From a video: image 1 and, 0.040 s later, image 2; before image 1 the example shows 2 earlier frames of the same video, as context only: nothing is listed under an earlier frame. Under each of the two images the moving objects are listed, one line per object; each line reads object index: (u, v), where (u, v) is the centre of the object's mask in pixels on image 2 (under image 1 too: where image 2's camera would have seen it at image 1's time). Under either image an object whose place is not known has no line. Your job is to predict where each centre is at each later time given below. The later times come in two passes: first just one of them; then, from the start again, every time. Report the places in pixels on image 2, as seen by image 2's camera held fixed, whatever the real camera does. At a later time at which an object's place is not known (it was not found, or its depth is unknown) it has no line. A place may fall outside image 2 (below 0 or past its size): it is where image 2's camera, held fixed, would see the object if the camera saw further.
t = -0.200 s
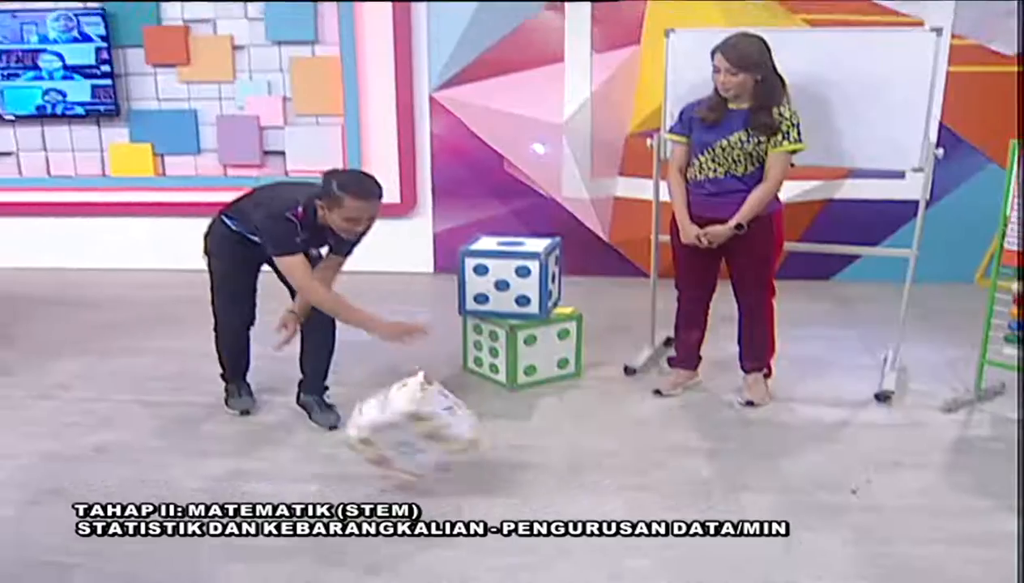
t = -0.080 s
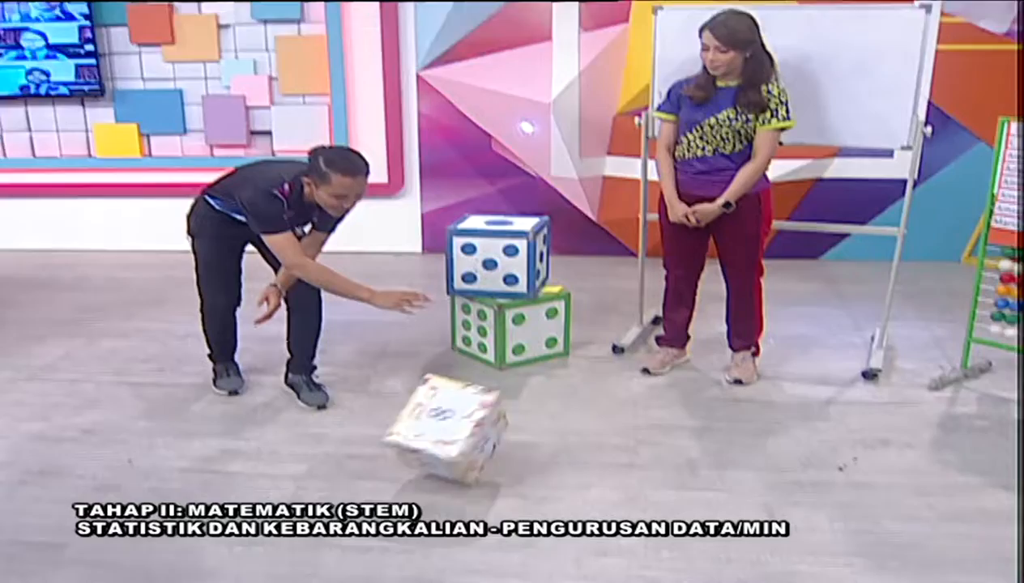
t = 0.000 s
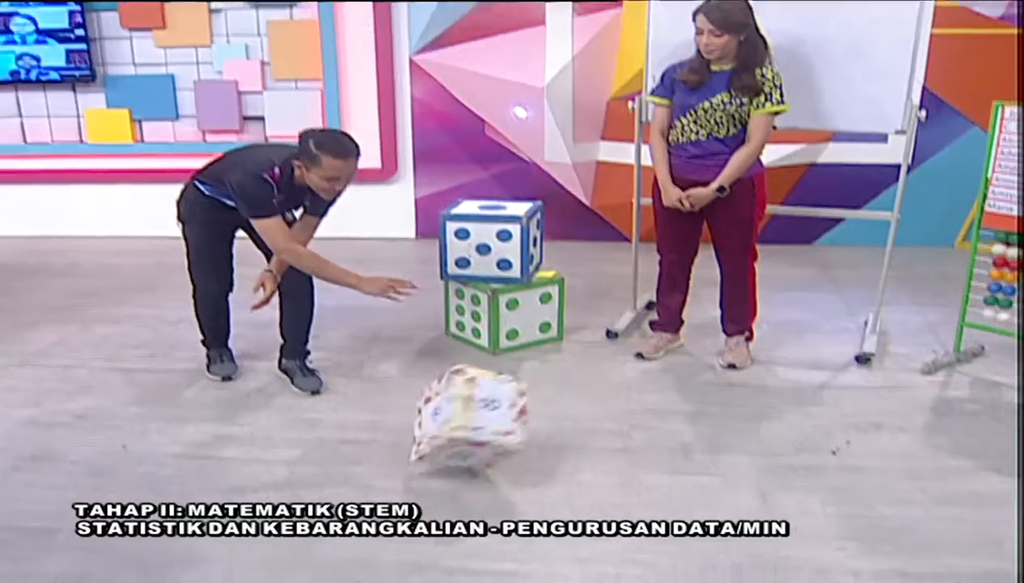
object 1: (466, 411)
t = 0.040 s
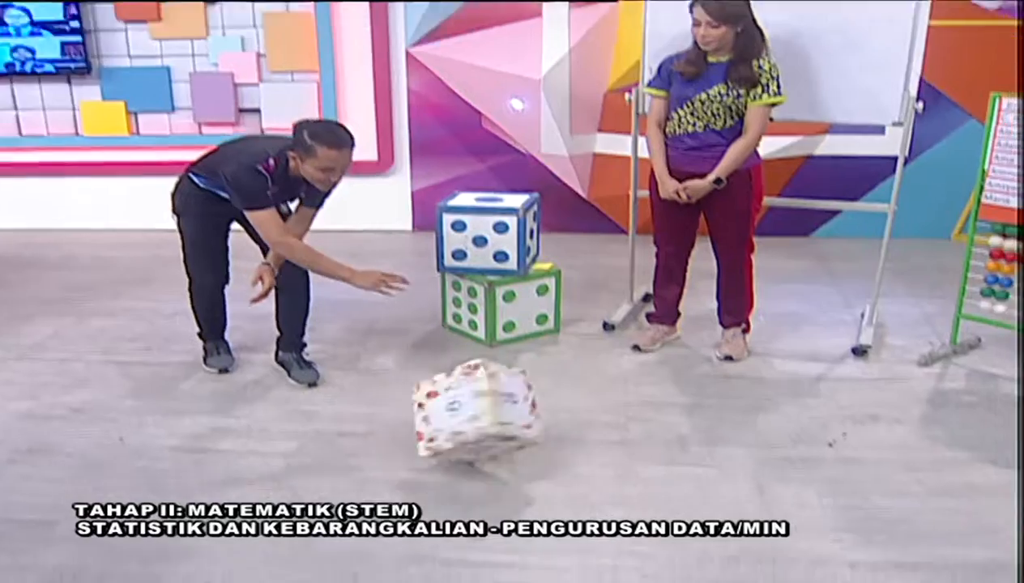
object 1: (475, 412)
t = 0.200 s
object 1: (522, 433)
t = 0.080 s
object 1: (482, 414)
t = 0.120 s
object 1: (496, 421)
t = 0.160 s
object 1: (512, 426)
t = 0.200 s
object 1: (522, 433)
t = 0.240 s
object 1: (531, 433)
